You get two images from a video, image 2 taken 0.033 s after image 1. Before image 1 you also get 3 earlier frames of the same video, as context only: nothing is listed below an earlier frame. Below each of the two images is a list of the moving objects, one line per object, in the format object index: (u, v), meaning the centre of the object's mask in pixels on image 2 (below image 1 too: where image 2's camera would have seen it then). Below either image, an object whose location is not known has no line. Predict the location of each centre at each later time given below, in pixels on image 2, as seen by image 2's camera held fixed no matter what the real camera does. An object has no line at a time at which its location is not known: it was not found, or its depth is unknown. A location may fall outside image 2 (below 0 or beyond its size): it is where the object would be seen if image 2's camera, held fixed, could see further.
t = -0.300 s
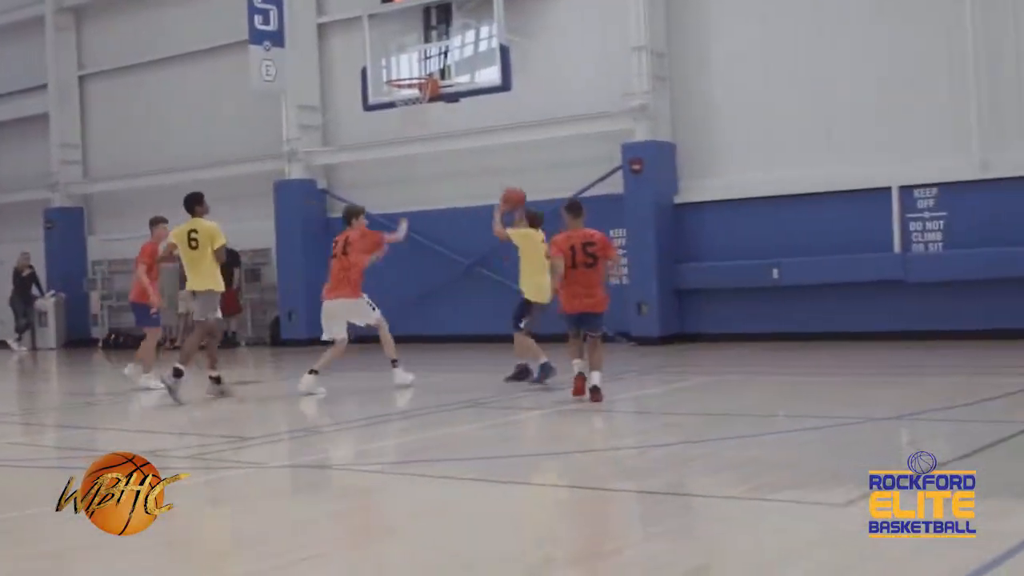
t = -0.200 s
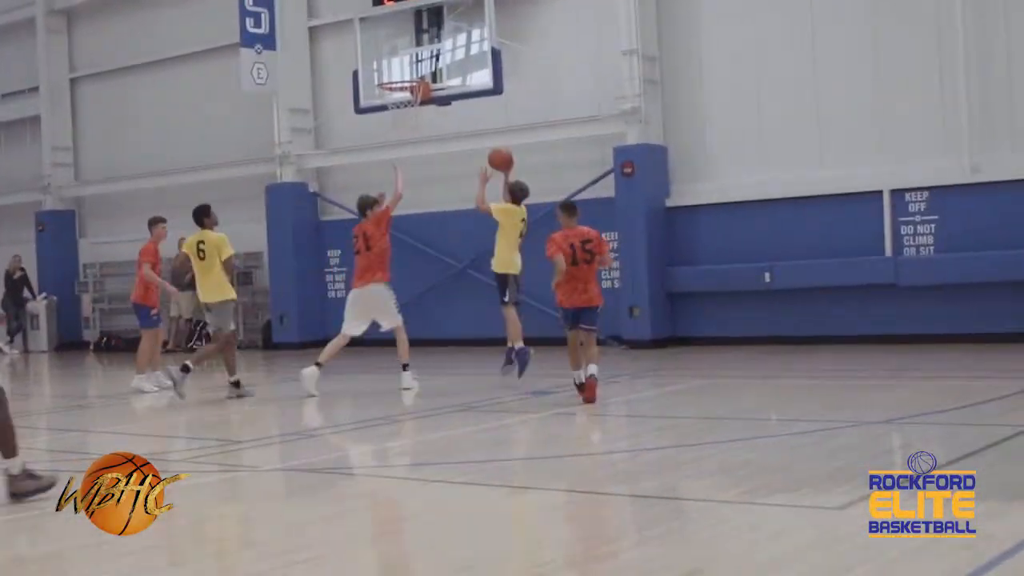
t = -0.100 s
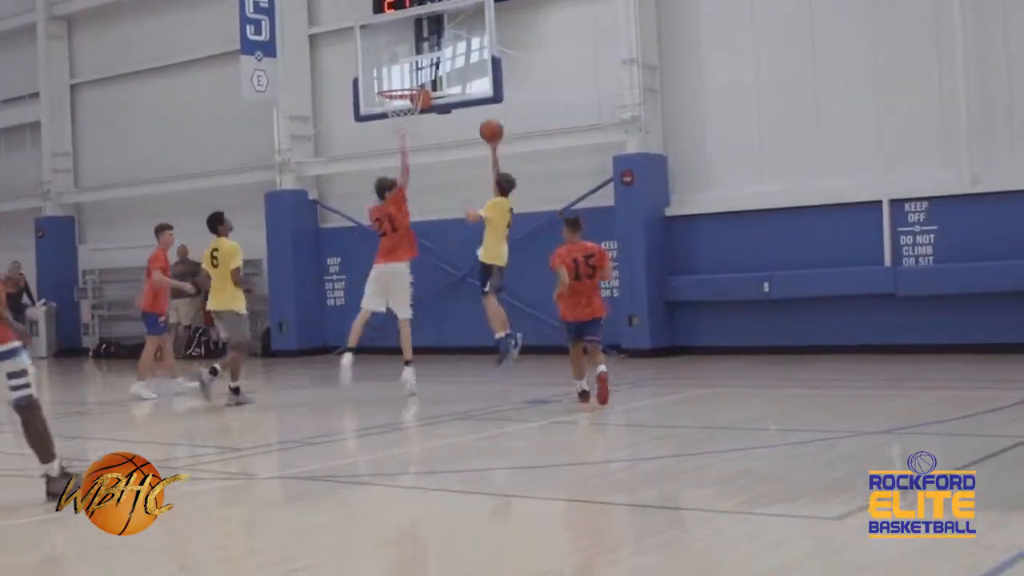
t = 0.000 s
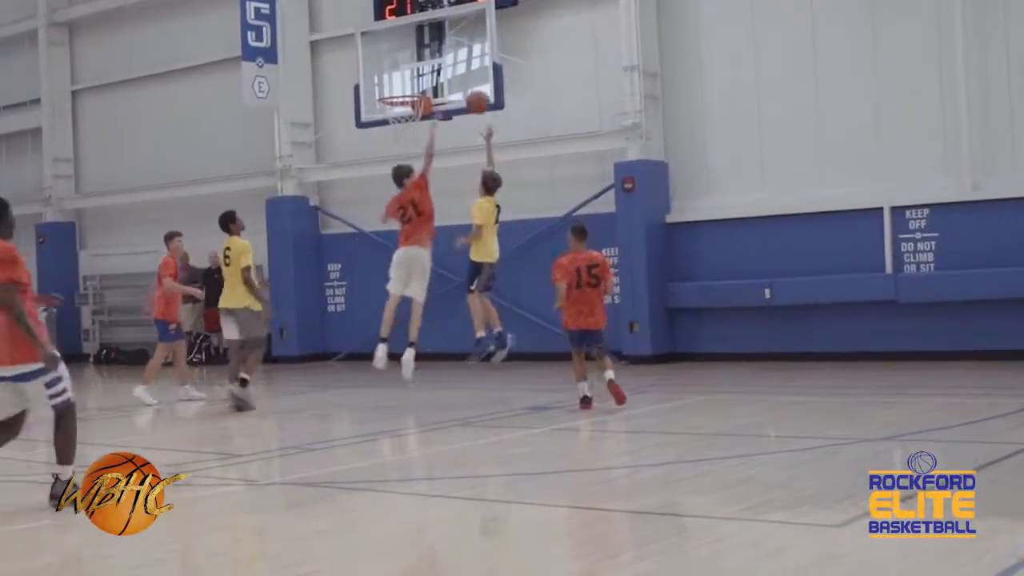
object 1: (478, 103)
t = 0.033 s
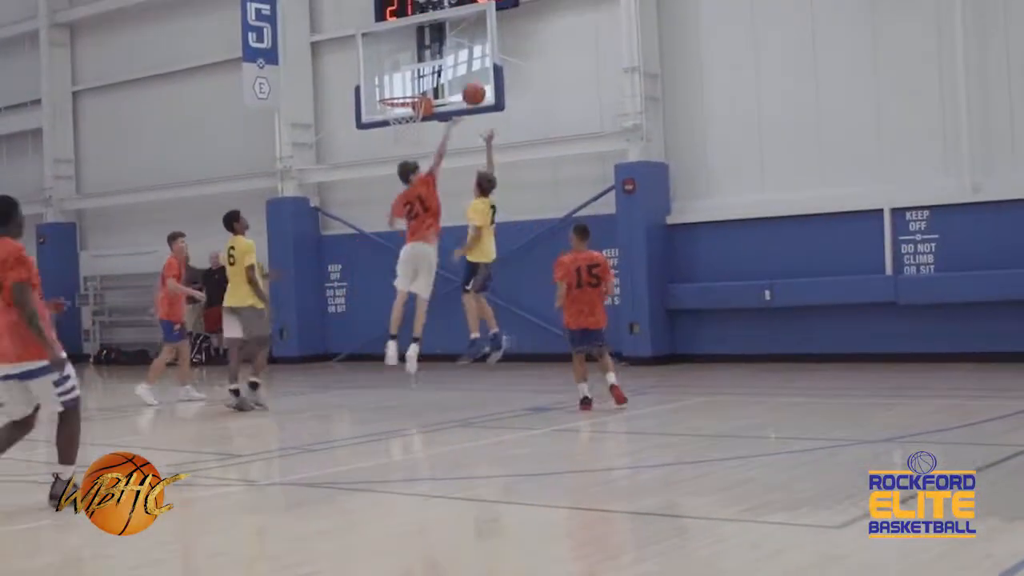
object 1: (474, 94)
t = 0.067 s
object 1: (469, 86)
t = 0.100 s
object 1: (464, 79)
